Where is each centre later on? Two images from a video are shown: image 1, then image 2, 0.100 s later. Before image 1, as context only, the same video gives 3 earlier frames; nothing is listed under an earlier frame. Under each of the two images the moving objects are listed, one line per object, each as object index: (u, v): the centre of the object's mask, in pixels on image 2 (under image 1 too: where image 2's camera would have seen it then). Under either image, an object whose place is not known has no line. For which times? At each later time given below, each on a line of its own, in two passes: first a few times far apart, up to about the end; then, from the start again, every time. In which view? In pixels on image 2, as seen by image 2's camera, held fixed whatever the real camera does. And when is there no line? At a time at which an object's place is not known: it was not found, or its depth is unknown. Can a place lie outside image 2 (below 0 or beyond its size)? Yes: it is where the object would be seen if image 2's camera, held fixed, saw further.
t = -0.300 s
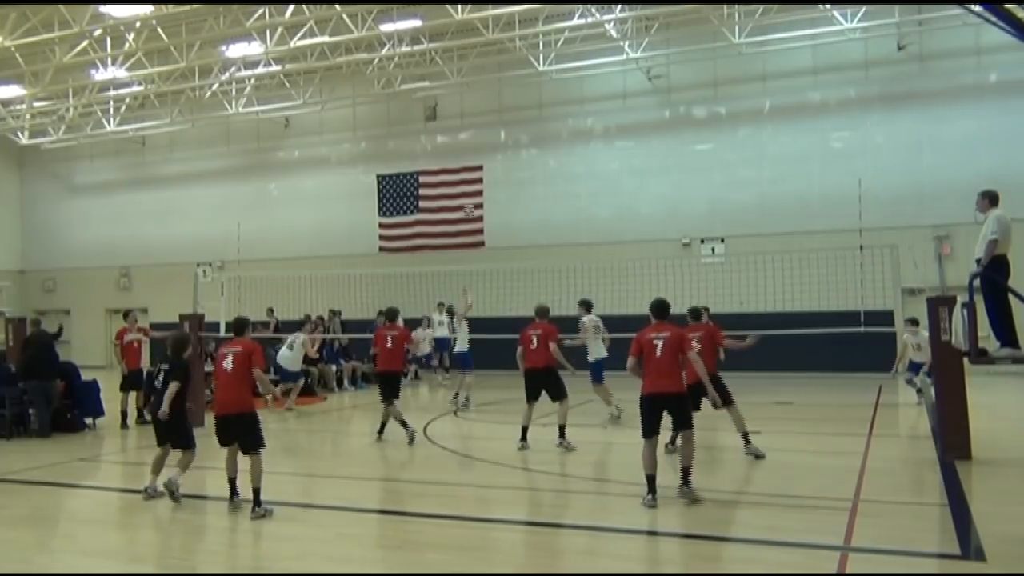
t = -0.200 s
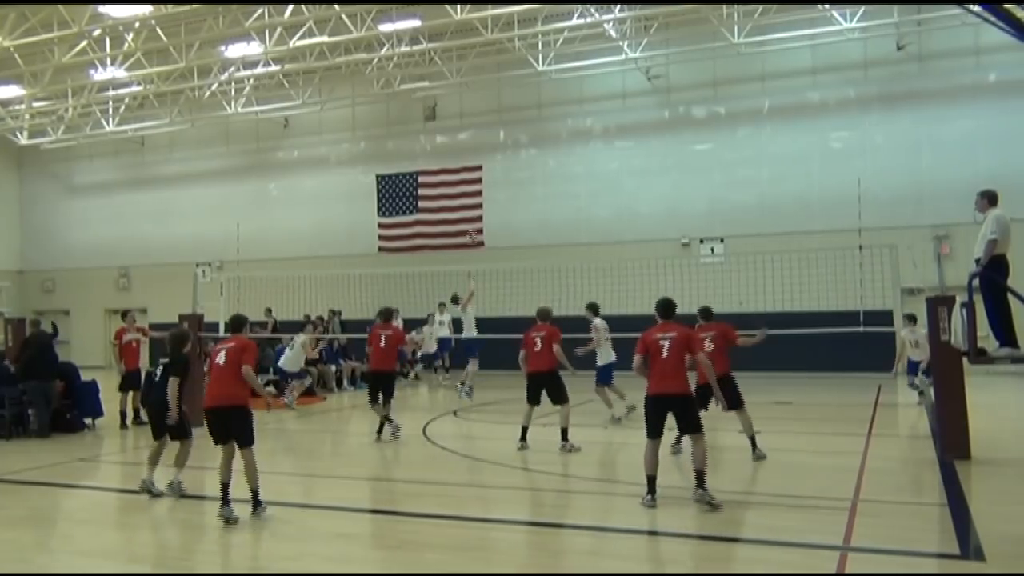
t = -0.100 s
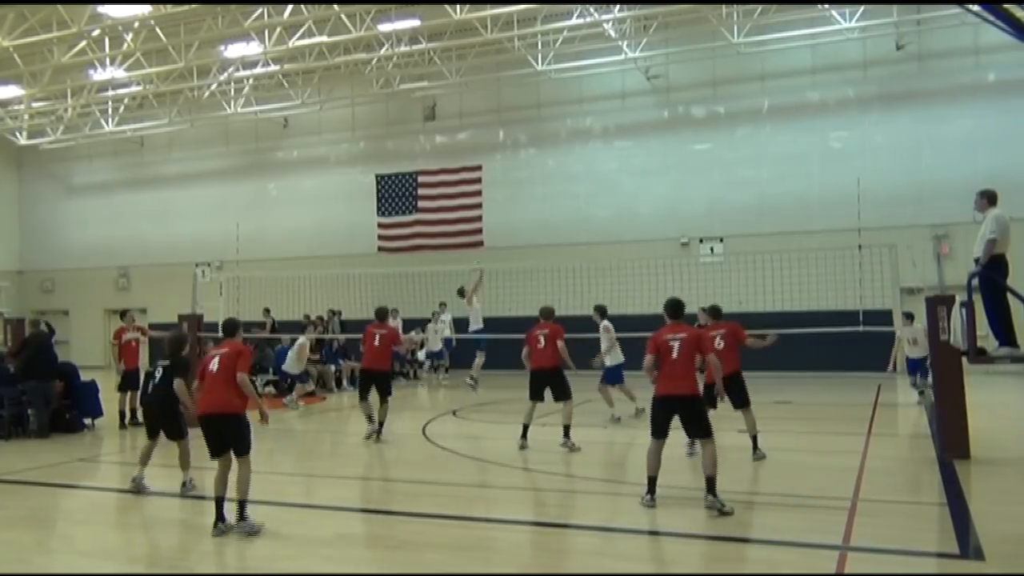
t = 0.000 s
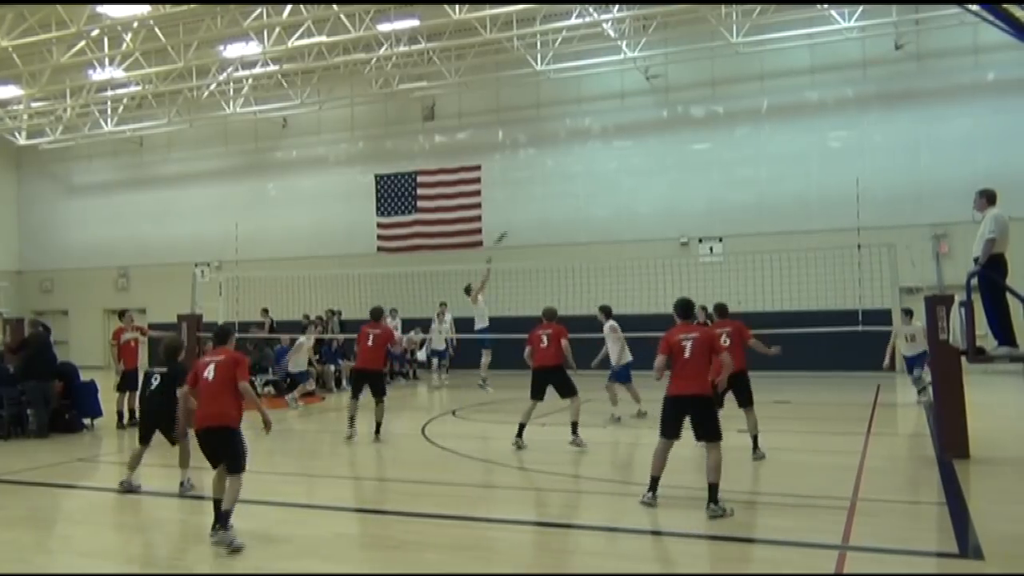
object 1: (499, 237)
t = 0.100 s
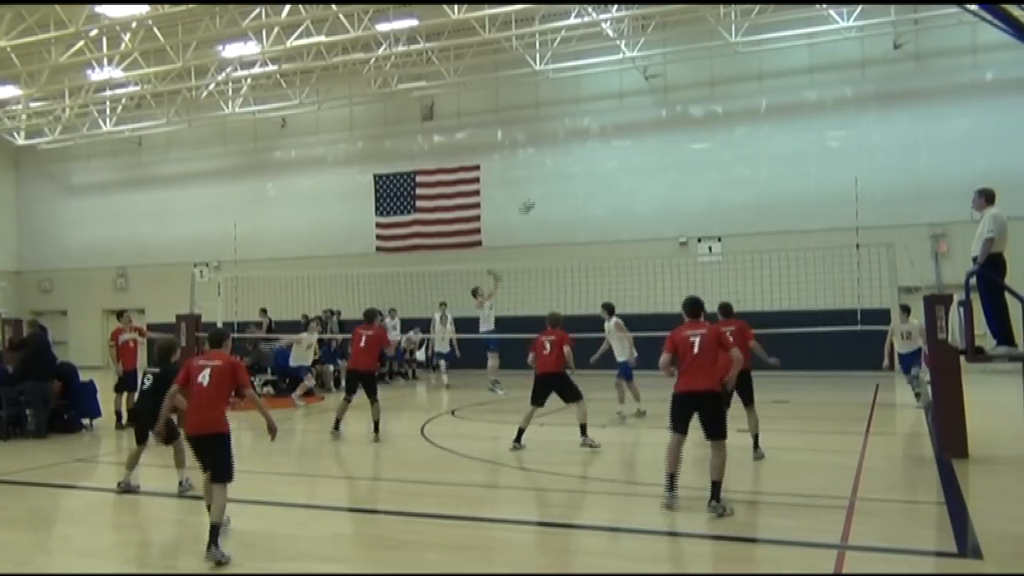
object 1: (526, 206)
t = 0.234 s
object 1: (564, 175)
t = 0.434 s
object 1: (622, 146)
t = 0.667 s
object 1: (695, 142)
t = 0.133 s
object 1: (535, 198)
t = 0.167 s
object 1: (544, 190)
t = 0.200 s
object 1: (554, 183)
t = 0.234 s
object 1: (564, 175)
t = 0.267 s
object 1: (572, 168)
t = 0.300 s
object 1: (582, 163)
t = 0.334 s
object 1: (592, 158)
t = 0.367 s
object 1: (602, 153)
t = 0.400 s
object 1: (612, 149)
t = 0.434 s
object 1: (622, 146)
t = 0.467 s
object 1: (631, 143)
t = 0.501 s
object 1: (642, 141)
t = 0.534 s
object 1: (652, 140)
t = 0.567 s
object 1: (663, 139)
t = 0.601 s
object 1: (673, 138)
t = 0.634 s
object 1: (684, 140)
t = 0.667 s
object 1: (695, 142)
